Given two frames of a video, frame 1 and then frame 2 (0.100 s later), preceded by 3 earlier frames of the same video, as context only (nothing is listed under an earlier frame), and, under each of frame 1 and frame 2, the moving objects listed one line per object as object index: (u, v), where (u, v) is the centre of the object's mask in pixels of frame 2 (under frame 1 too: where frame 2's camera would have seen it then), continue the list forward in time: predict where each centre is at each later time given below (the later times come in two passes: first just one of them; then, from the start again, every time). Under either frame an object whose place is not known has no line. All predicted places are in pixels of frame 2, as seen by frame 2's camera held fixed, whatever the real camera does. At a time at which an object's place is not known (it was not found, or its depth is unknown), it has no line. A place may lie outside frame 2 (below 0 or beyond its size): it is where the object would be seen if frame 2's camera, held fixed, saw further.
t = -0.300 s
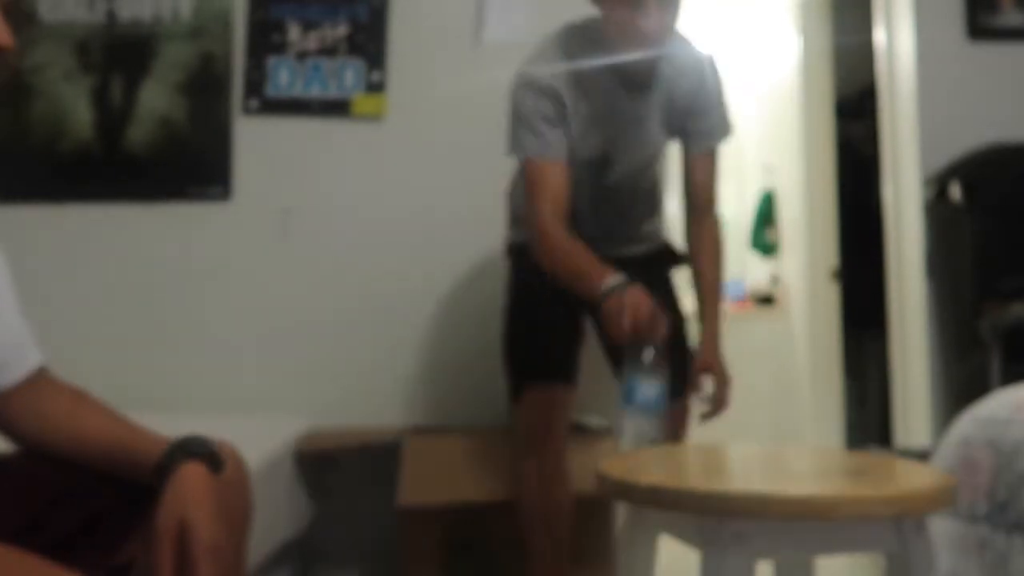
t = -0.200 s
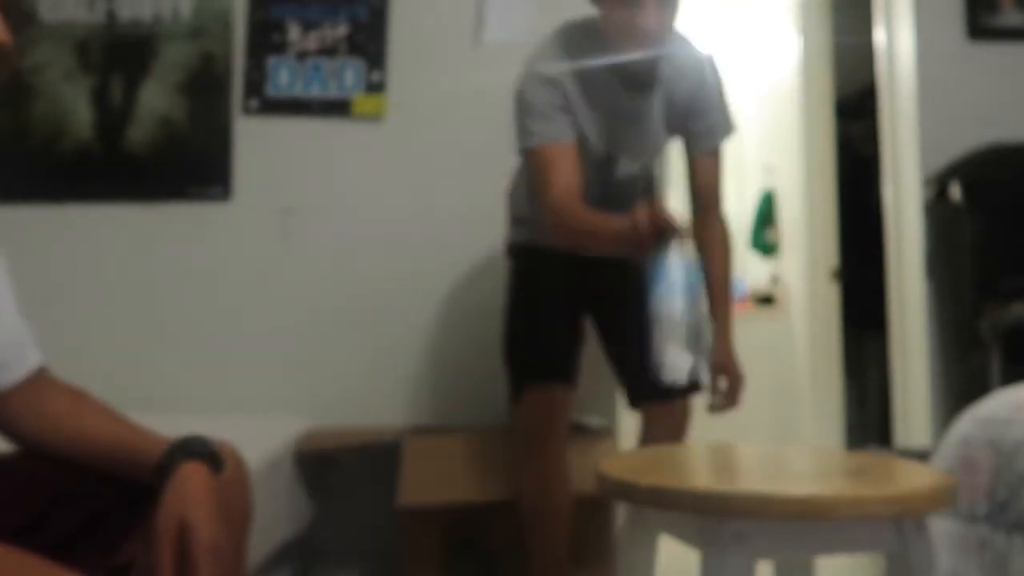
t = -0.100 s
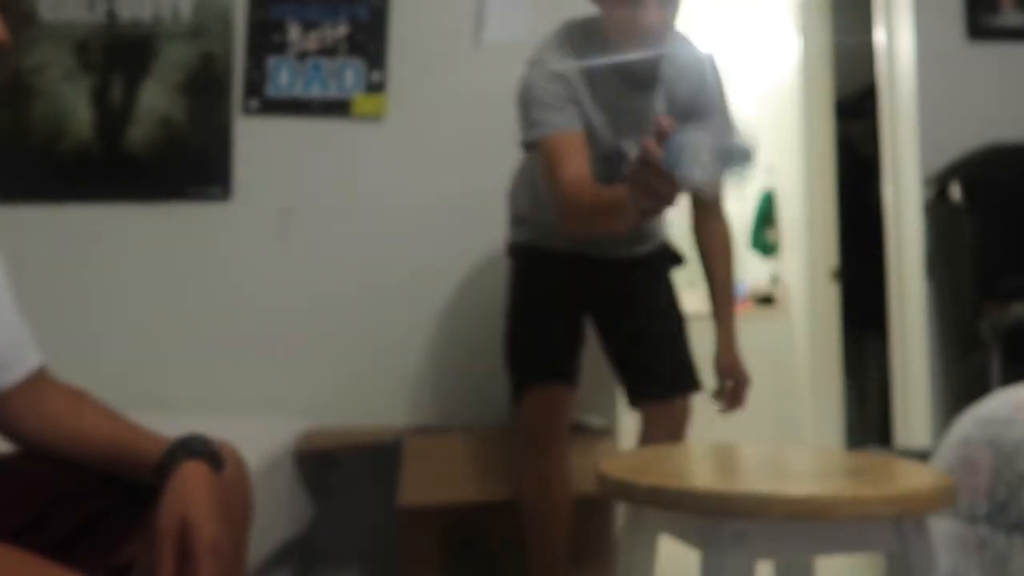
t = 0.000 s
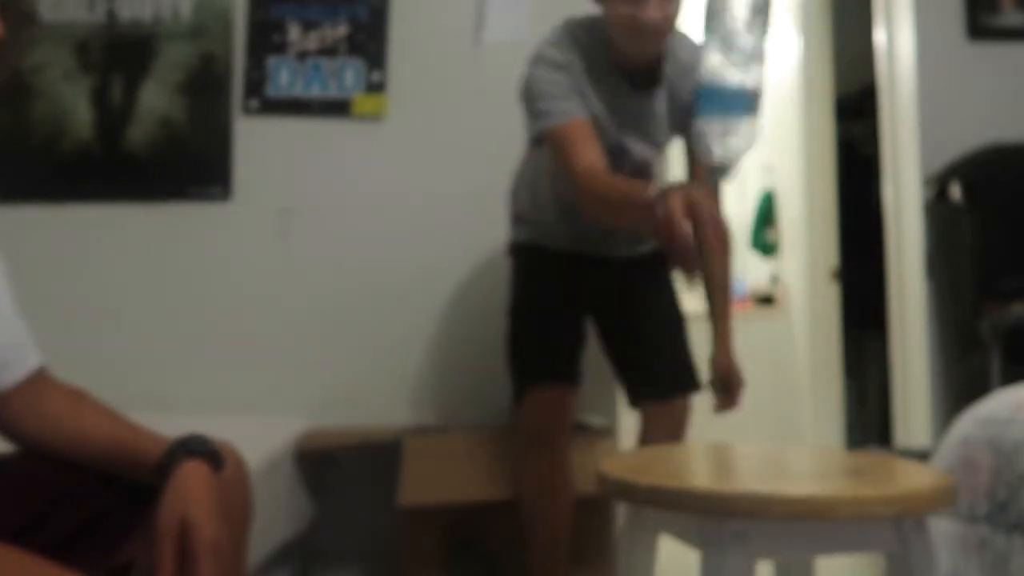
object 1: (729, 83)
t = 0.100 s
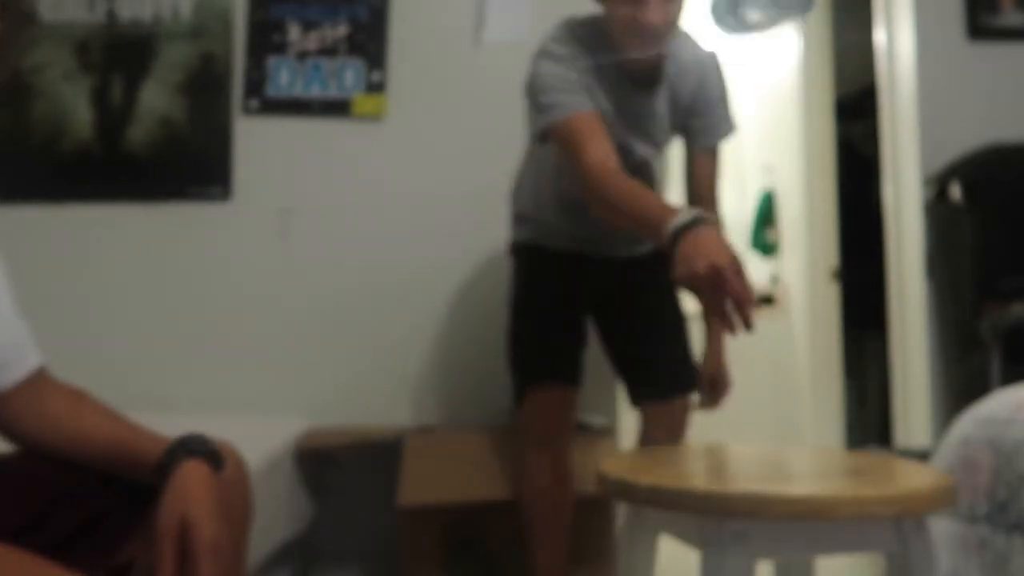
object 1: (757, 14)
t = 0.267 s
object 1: (804, 154)
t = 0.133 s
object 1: (756, 26)
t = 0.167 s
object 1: (769, 45)
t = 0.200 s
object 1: (785, 68)
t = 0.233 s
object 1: (797, 100)
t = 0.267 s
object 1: (804, 154)
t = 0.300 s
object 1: (811, 268)
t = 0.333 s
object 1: (820, 369)
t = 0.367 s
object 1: (822, 363)
